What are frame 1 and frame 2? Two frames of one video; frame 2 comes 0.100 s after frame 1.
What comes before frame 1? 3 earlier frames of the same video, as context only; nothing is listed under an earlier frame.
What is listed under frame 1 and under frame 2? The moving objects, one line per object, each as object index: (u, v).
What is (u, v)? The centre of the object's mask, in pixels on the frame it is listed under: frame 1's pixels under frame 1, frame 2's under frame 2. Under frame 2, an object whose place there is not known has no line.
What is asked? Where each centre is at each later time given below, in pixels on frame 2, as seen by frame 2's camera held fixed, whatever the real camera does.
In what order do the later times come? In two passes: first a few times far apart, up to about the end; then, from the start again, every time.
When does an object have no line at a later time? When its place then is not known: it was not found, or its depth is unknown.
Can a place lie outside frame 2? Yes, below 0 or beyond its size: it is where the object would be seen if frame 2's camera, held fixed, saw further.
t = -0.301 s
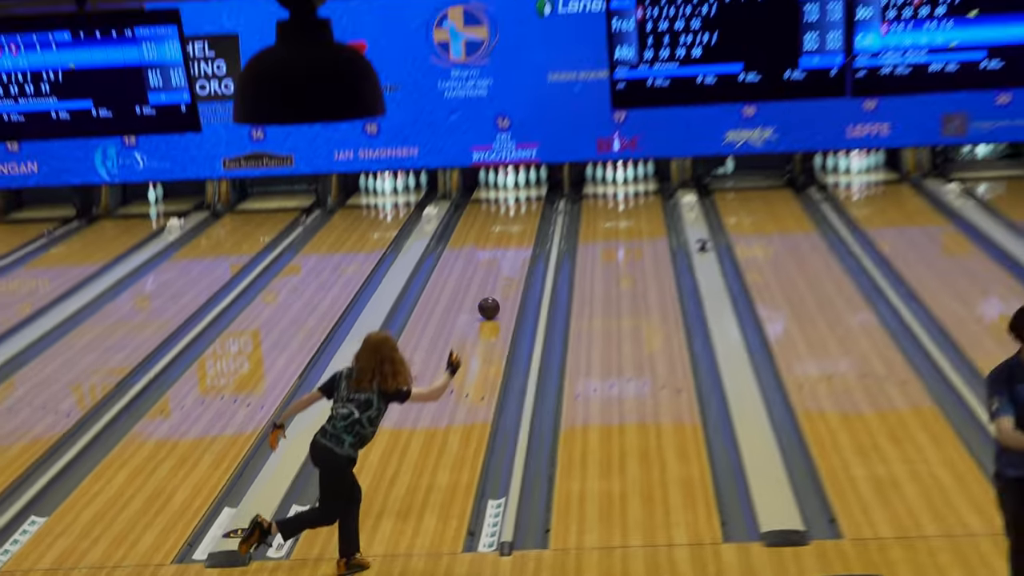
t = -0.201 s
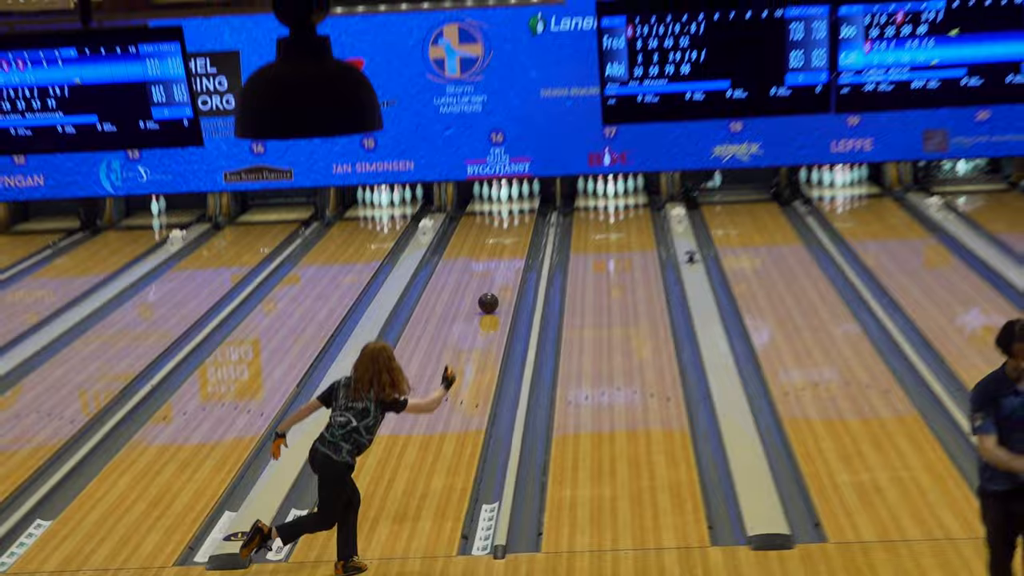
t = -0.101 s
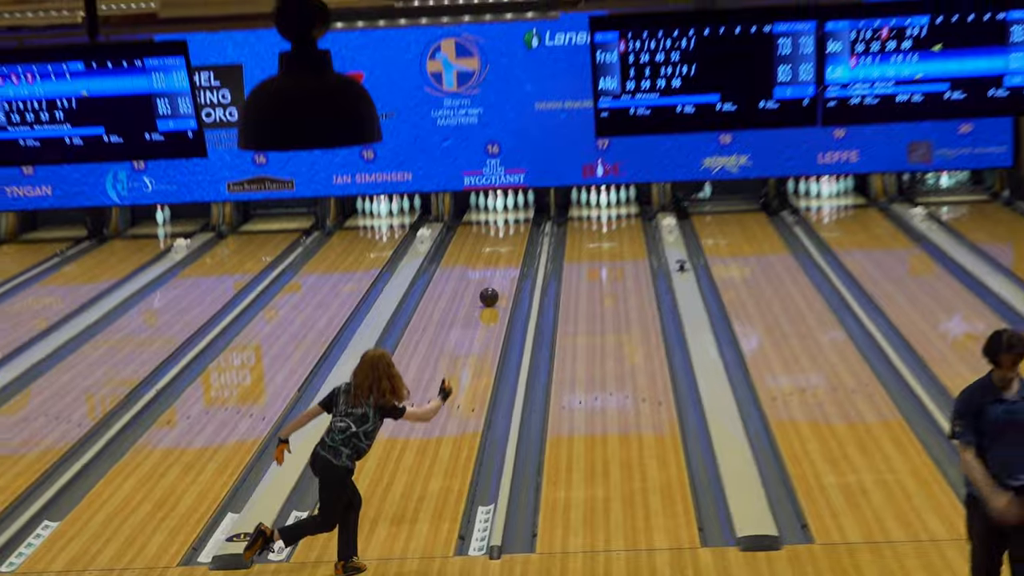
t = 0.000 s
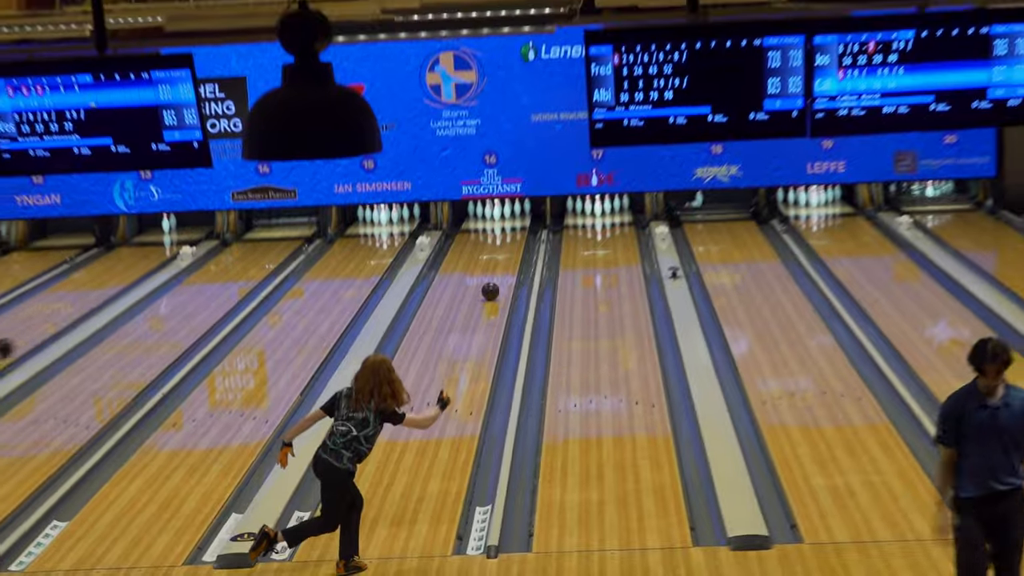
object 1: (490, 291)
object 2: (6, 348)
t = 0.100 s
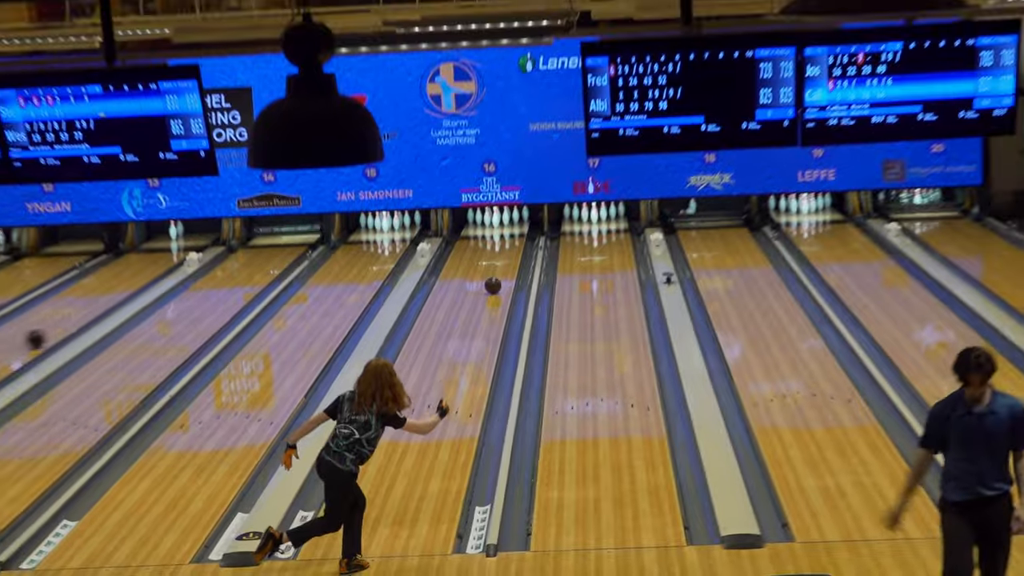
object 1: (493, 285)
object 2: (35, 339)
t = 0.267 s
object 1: (498, 268)
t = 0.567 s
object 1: (503, 243)
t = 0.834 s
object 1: (501, 227)
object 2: (143, 268)
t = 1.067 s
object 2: (161, 253)
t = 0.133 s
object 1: (494, 282)
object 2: (43, 335)
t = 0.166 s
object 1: (496, 278)
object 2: (50, 330)
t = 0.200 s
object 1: (496, 274)
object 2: (56, 326)
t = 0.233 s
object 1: (498, 271)
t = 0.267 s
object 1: (498, 268)
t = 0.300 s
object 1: (500, 264)
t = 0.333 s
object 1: (500, 261)
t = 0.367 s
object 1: (500, 258)
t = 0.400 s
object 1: (501, 255)
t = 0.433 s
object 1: (502, 253)
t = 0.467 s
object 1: (502, 250)
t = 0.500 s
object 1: (502, 248)
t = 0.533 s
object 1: (502, 246)
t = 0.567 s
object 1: (503, 243)
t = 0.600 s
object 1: (503, 241)
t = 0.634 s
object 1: (503, 239)
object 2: (122, 283)
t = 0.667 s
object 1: (503, 236)
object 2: (126, 281)
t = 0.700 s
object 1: (503, 234)
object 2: (130, 278)
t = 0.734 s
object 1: (503, 232)
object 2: (133, 275)
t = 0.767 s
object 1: (502, 230)
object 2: (137, 273)
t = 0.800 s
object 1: (502, 228)
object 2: (140, 270)
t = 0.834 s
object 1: (501, 227)
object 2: (143, 268)
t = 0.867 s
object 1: (501, 225)
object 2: (146, 266)
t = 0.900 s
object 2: (149, 263)
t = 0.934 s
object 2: (151, 261)
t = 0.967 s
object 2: (154, 259)
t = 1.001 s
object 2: (156, 257)
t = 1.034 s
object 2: (159, 255)
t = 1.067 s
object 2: (161, 253)
